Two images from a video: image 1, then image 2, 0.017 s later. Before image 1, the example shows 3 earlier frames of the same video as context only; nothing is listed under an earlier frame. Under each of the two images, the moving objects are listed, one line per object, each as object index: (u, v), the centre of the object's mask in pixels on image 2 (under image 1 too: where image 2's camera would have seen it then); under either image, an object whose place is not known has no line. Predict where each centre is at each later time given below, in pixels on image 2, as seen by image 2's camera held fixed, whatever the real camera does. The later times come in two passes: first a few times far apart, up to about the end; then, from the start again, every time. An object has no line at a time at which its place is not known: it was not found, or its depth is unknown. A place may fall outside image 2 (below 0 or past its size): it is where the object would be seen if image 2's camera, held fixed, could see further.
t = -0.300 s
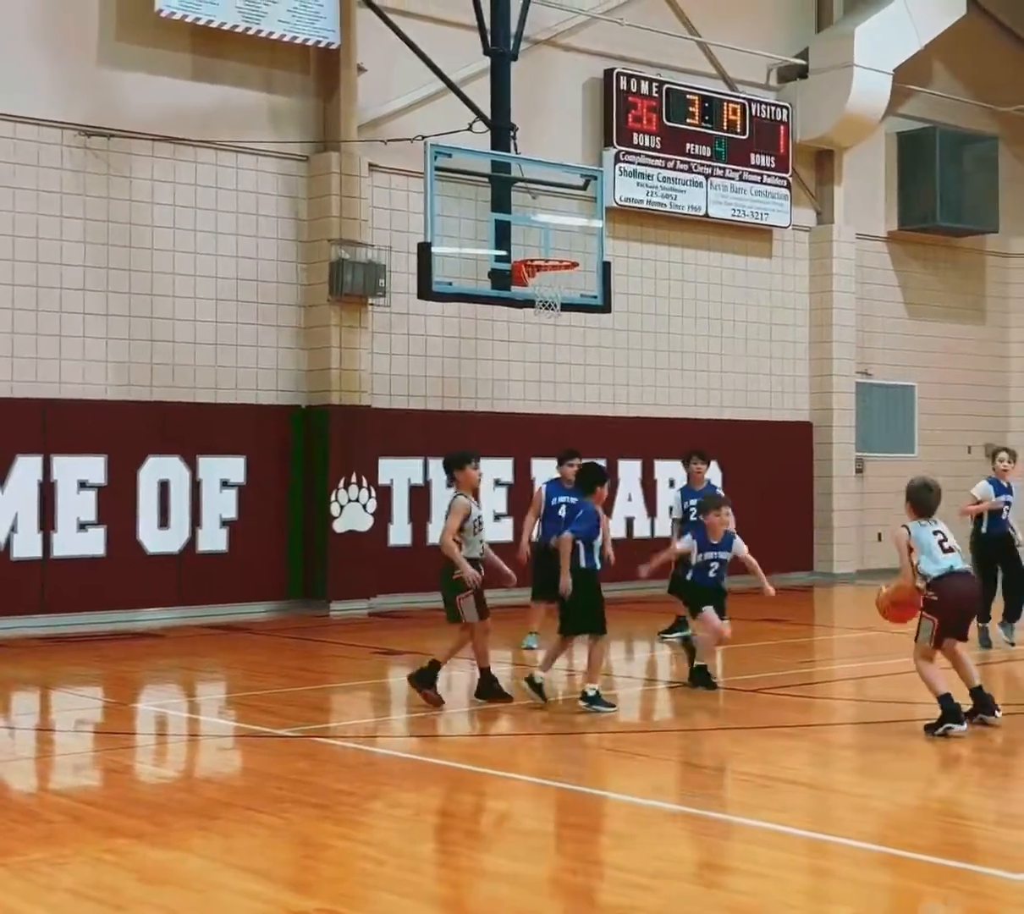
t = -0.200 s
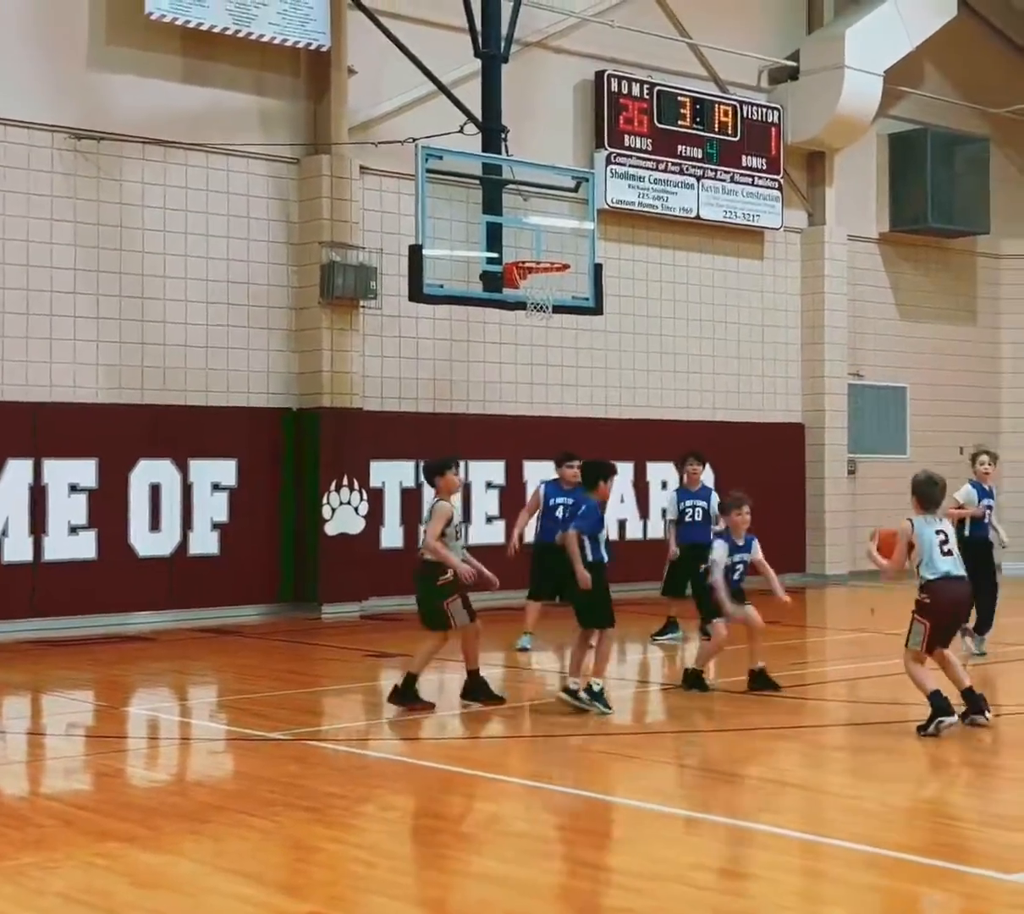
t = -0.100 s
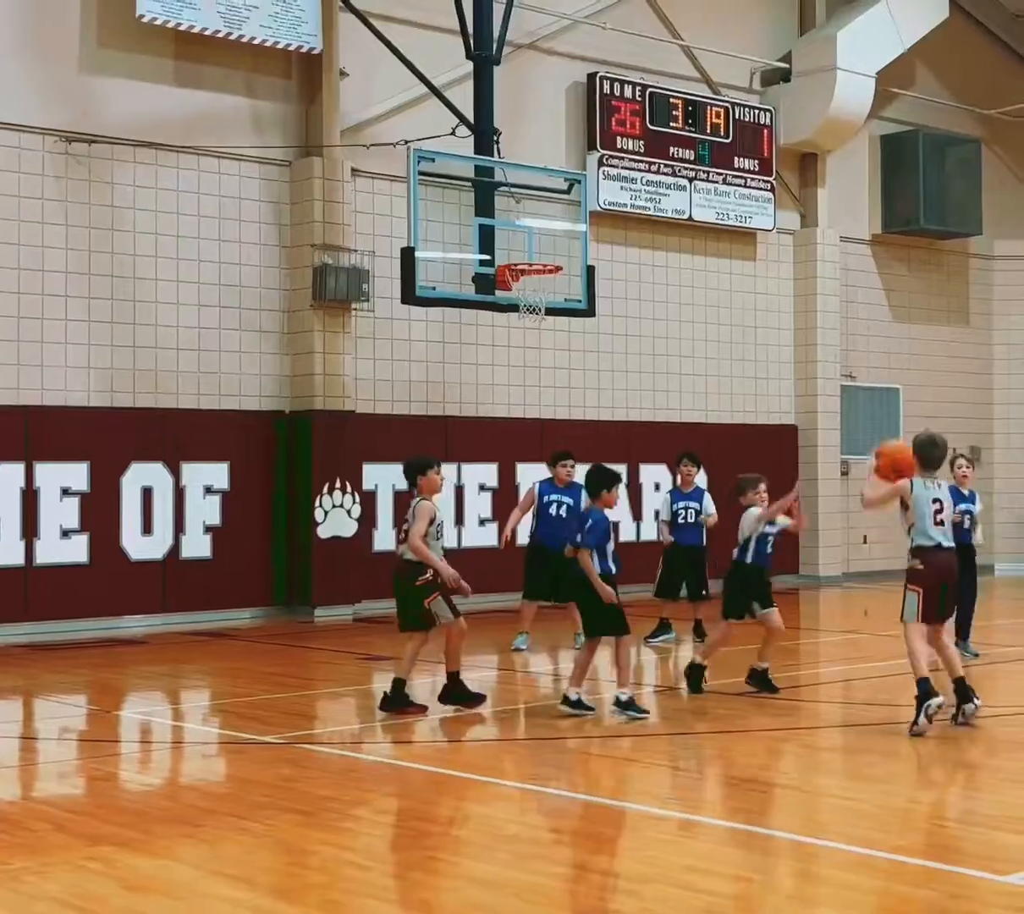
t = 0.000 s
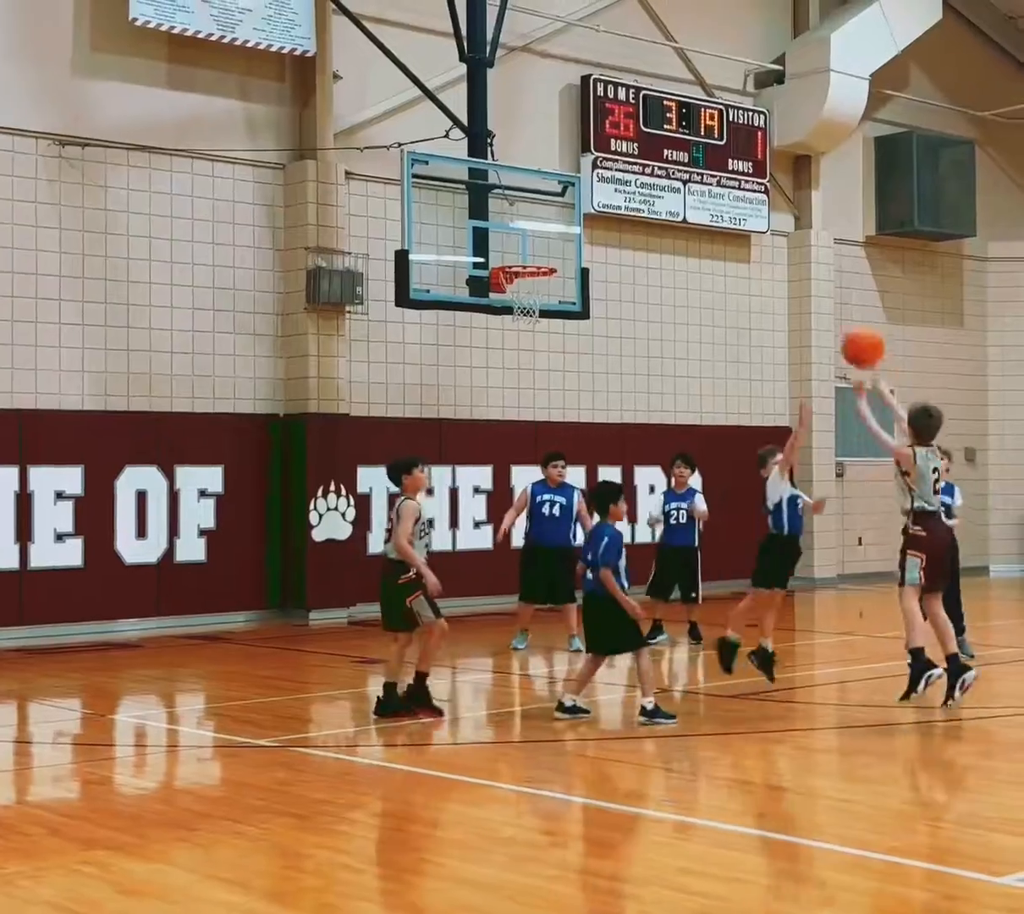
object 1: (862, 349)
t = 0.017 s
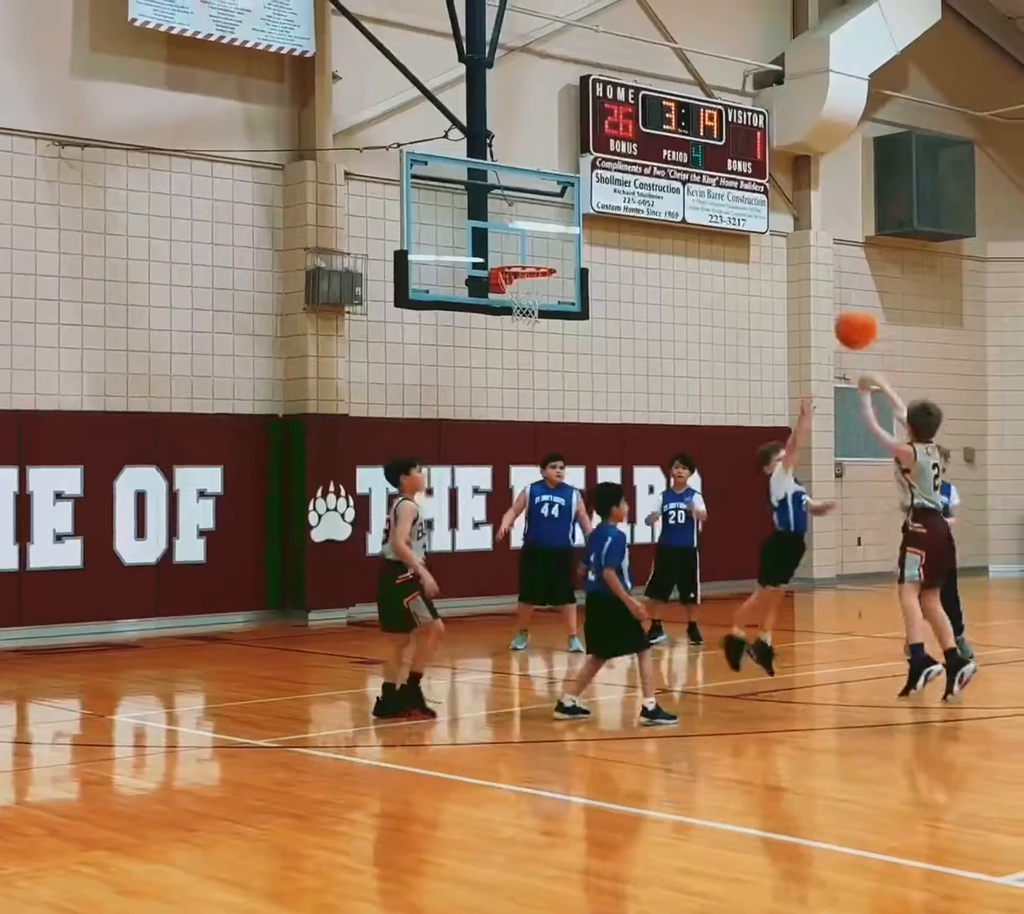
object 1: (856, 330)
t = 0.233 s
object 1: (780, 139)
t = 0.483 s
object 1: (707, 36)
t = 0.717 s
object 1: (654, 35)
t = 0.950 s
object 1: (609, 104)
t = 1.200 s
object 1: (568, 241)
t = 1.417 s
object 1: (538, 399)
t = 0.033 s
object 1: (849, 311)
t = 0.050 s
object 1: (843, 292)
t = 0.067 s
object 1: (836, 275)
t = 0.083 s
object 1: (831, 258)
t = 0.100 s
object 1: (824, 242)
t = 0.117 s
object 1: (818, 227)
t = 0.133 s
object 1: (812, 212)
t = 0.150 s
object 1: (806, 197)
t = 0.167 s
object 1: (801, 183)
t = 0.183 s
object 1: (796, 170)
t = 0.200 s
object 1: (791, 161)
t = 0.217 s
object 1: (785, 151)
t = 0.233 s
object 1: (780, 139)
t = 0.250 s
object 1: (775, 126)
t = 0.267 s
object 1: (769, 116)
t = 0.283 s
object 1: (764, 107)
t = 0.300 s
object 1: (759, 98)
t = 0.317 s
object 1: (753, 91)
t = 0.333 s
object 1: (748, 83)
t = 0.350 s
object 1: (743, 77)
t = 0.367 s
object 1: (738, 70)
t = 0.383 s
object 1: (734, 63)
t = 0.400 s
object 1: (729, 57)
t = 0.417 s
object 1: (724, 52)
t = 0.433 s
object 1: (719, 47)
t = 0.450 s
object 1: (715, 43)
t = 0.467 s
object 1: (711, 39)
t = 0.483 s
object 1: (707, 36)
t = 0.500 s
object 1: (703, 33)
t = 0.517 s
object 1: (698, 31)
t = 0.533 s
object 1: (695, 29)
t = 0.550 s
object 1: (691, 28)
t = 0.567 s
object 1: (687, 27)
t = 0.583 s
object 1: (683, 26)
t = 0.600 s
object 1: (679, 26)
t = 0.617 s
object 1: (676, 26)
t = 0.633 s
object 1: (673, 26)
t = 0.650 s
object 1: (668, 29)
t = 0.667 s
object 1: (664, 29)
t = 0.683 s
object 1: (661, 31)
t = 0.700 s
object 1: (658, 32)
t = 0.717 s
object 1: (654, 35)
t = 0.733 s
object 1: (651, 38)
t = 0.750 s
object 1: (647, 41)
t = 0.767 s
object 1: (643, 45)
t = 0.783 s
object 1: (640, 49)
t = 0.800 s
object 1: (637, 53)
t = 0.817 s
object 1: (633, 58)
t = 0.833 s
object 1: (630, 63)
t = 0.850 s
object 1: (627, 67)
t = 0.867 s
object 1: (625, 73)
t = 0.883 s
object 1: (622, 79)
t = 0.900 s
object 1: (618, 86)
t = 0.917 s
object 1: (614, 91)
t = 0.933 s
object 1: (610, 98)
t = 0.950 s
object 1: (609, 104)
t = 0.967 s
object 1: (606, 112)
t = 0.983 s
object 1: (603, 119)
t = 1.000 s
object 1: (601, 126)
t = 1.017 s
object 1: (598, 135)
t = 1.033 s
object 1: (594, 142)
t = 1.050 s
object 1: (593, 152)
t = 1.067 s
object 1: (591, 160)
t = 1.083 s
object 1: (586, 170)
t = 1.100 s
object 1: (584, 180)
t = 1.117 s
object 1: (581, 190)
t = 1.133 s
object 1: (578, 199)
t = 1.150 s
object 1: (576, 208)
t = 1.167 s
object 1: (574, 219)
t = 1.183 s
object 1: (570, 231)
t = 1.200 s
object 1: (568, 241)
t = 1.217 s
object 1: (565, 251)
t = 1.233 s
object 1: (563, 262)
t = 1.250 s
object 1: (561, 274)
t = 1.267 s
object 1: (559, 286)
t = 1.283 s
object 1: (556, 298)
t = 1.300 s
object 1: (553, 310)
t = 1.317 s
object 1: (552, 322)
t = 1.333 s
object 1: (549, 334)
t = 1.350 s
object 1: (547, 347)
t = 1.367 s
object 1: (545, 360)
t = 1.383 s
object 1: (543, 373)
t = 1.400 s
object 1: (541, 386)
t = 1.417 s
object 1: (538, 399)
